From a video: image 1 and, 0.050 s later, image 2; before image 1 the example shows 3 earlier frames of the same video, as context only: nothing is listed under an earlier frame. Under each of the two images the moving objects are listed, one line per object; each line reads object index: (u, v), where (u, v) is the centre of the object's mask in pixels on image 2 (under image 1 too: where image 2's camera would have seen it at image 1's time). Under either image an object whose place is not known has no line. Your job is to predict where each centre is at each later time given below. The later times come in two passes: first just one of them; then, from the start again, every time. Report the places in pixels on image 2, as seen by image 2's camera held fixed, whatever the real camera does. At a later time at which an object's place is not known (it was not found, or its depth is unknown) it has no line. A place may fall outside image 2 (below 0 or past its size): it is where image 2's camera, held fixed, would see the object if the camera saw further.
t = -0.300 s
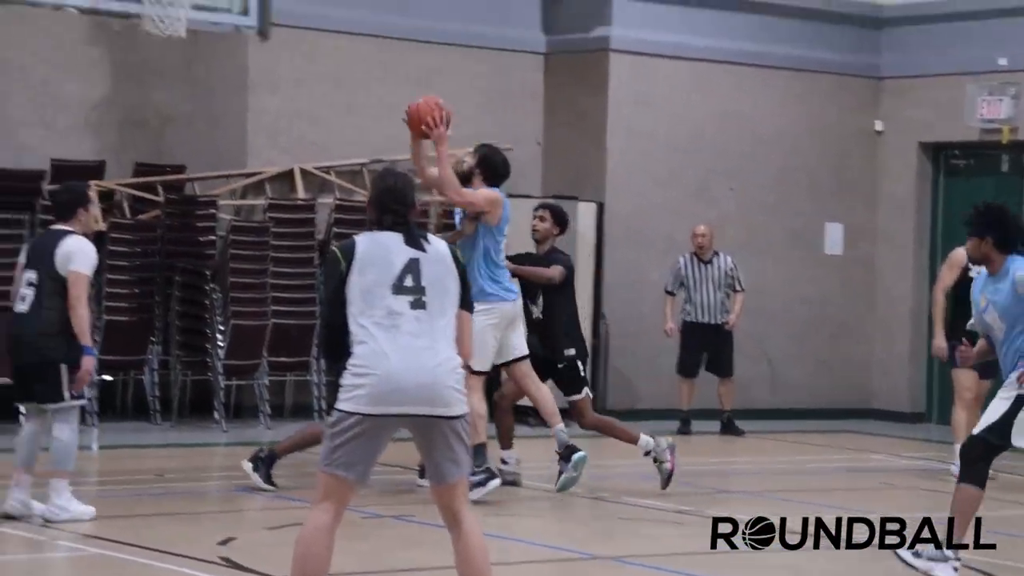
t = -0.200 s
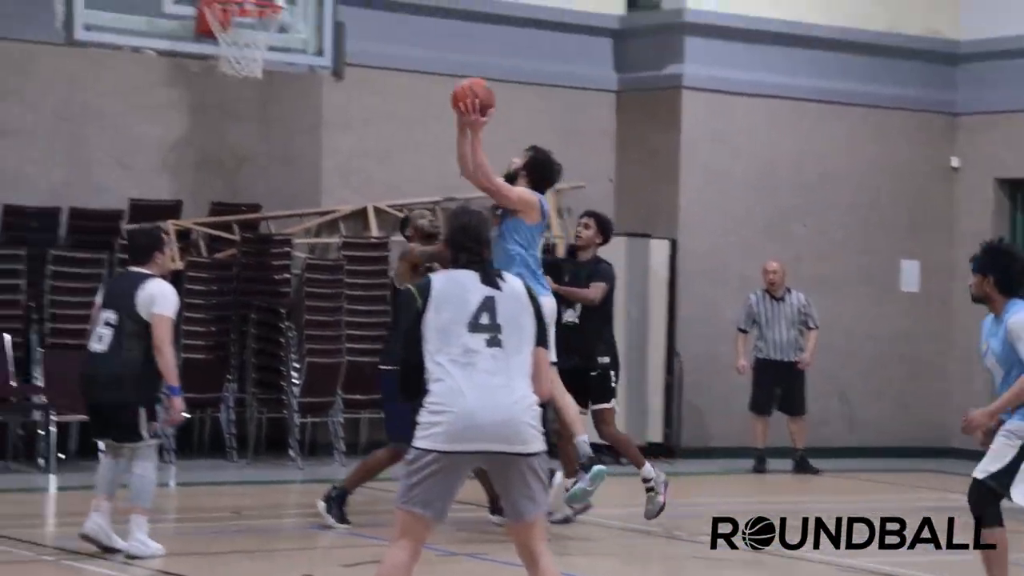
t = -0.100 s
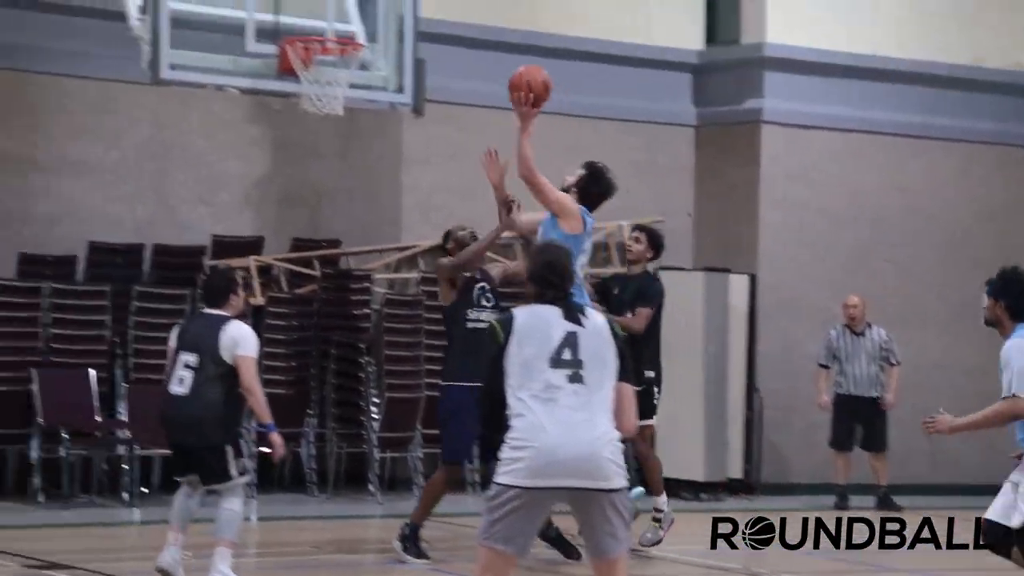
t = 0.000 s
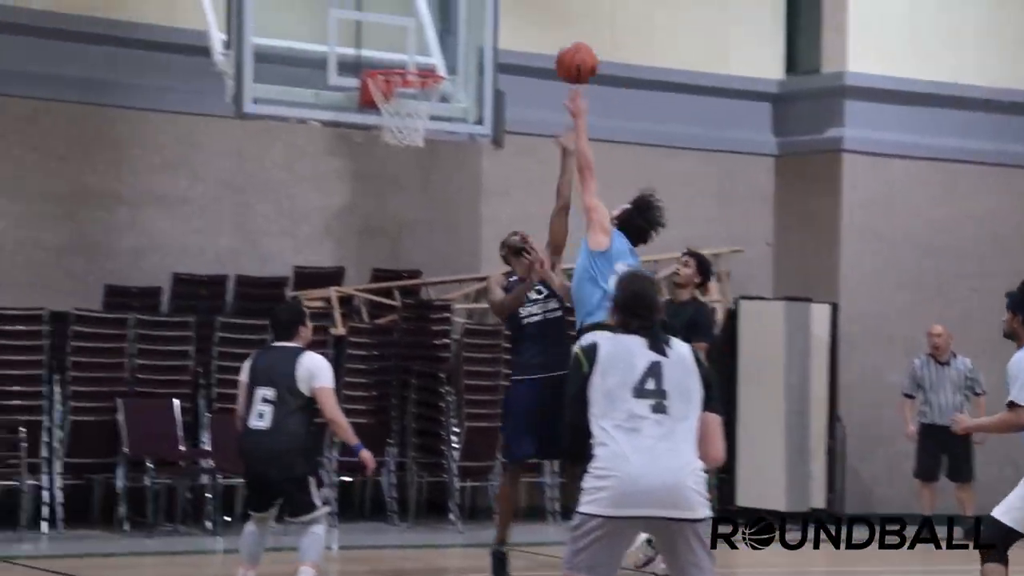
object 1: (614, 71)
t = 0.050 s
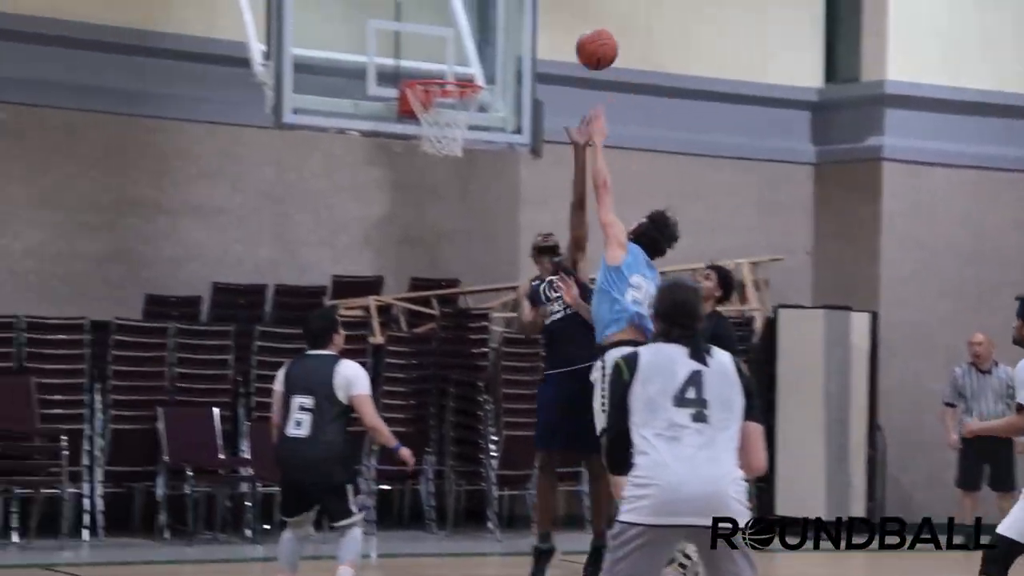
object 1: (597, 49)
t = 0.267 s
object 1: (526, 2)
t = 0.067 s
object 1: (591, 43)
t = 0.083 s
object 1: (585, 37)
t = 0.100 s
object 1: (580, 31)
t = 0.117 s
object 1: (574, 26)
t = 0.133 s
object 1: (569, 21)
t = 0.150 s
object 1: (564, 17)
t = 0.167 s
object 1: (558, 13)
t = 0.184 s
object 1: (552, 10)
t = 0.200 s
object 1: (547, 8)
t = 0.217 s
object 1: (541, 6)
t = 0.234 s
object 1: (536, 4)
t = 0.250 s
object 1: (531, 3)
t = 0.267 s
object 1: (526, 2)
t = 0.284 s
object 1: (521, 2)
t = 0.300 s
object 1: (515, 3)
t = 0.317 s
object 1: (510, 3)
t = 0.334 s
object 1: (505, 4)
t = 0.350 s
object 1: (499, 6)
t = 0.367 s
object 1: (494, 8)
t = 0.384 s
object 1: (489, 10)
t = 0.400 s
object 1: (484, 13)
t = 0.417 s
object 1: (479, 17)
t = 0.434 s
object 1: (474, 21)
